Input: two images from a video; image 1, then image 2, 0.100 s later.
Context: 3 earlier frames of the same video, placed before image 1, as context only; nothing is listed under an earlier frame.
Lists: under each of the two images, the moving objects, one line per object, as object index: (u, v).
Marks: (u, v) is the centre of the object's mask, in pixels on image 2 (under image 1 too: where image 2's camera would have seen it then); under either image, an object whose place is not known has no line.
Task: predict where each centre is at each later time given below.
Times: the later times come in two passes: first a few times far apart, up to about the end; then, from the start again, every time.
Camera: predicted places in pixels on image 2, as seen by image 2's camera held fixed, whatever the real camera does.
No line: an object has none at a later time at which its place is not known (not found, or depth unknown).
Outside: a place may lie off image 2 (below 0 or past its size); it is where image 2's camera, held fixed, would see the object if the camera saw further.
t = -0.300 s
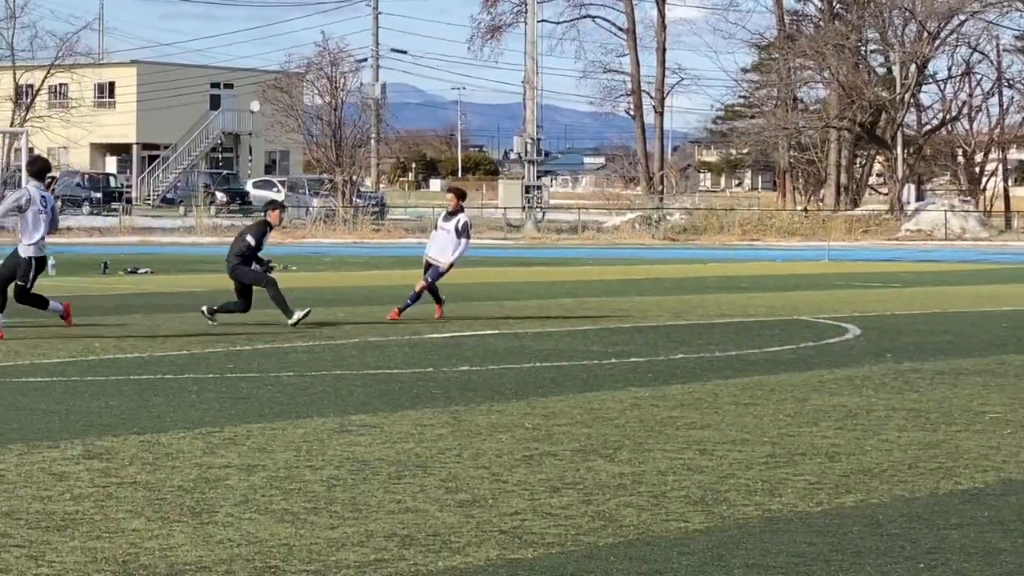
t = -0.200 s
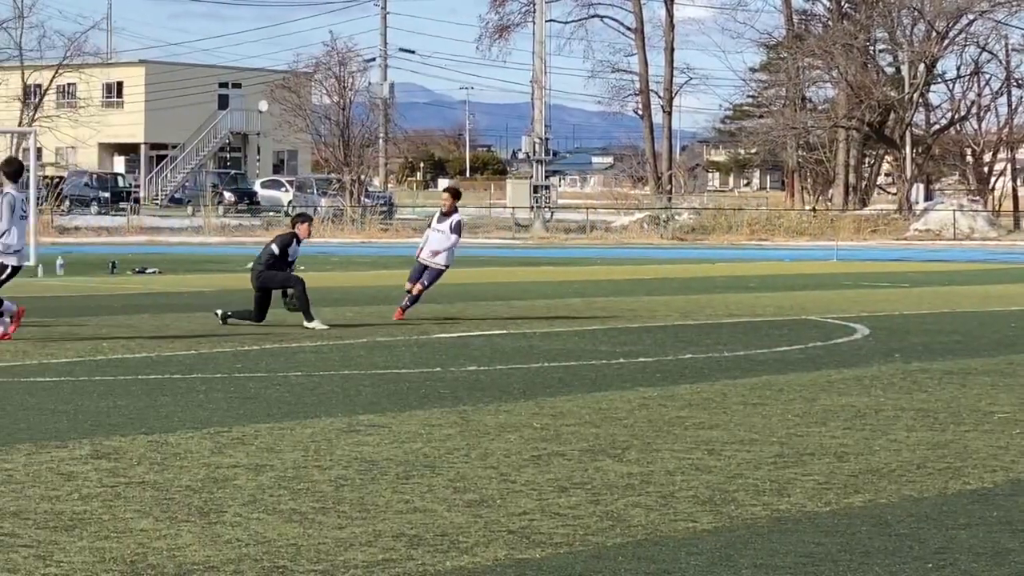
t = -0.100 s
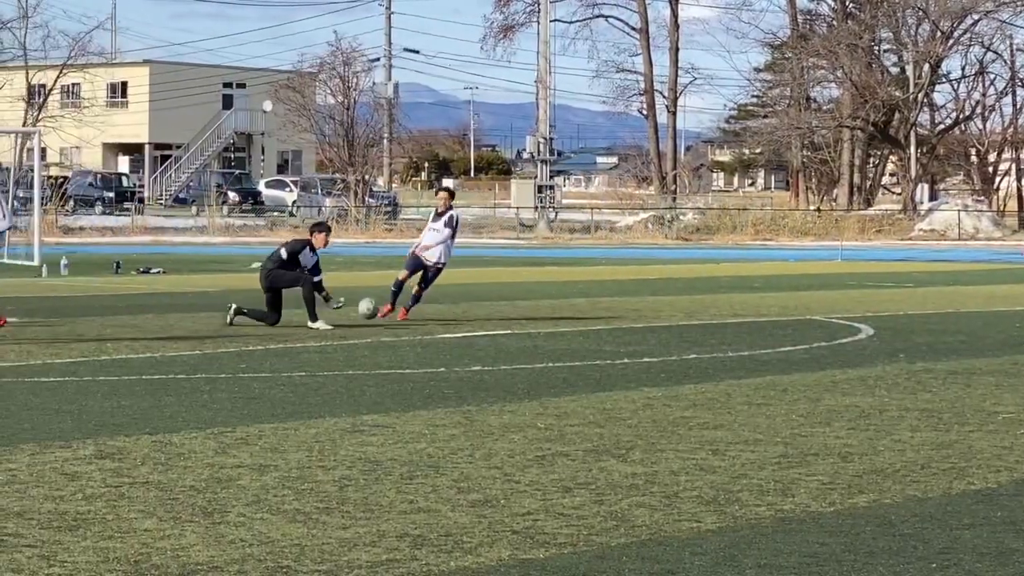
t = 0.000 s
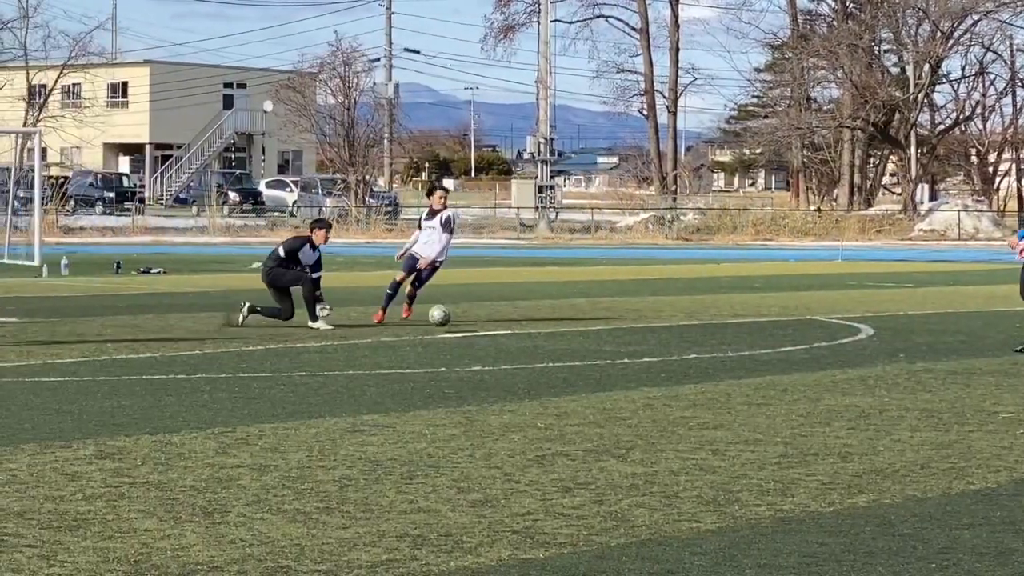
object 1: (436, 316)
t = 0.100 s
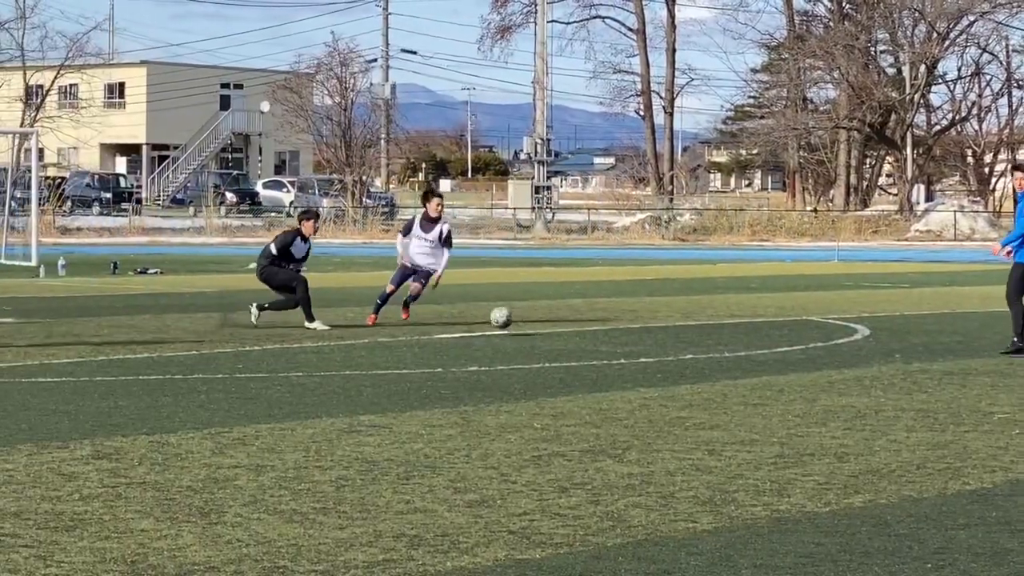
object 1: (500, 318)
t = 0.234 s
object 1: (579, 312)
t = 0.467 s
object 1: (712, 327)
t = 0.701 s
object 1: (834, 340)
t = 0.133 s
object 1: (520, 315)
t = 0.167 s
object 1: (540, 313)
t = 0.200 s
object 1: (559, 312)
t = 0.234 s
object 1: (579, 312)
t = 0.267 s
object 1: (599, 315)
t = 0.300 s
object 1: (619, 318)
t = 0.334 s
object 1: (638, 322)
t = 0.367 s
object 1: (659, 327)
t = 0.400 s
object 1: (678, 333)
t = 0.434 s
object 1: (695, 330)
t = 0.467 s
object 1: (712, 327)
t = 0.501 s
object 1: (730, 326)
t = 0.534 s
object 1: (747, 325)
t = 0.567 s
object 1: (764, 326)
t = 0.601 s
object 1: (781, 328)
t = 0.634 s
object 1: (798, 332)
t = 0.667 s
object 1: (816, 336)
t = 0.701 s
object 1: (834, 340)
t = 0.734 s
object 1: (852, 337)
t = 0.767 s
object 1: (871, 335)
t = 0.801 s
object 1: (890, 334)
